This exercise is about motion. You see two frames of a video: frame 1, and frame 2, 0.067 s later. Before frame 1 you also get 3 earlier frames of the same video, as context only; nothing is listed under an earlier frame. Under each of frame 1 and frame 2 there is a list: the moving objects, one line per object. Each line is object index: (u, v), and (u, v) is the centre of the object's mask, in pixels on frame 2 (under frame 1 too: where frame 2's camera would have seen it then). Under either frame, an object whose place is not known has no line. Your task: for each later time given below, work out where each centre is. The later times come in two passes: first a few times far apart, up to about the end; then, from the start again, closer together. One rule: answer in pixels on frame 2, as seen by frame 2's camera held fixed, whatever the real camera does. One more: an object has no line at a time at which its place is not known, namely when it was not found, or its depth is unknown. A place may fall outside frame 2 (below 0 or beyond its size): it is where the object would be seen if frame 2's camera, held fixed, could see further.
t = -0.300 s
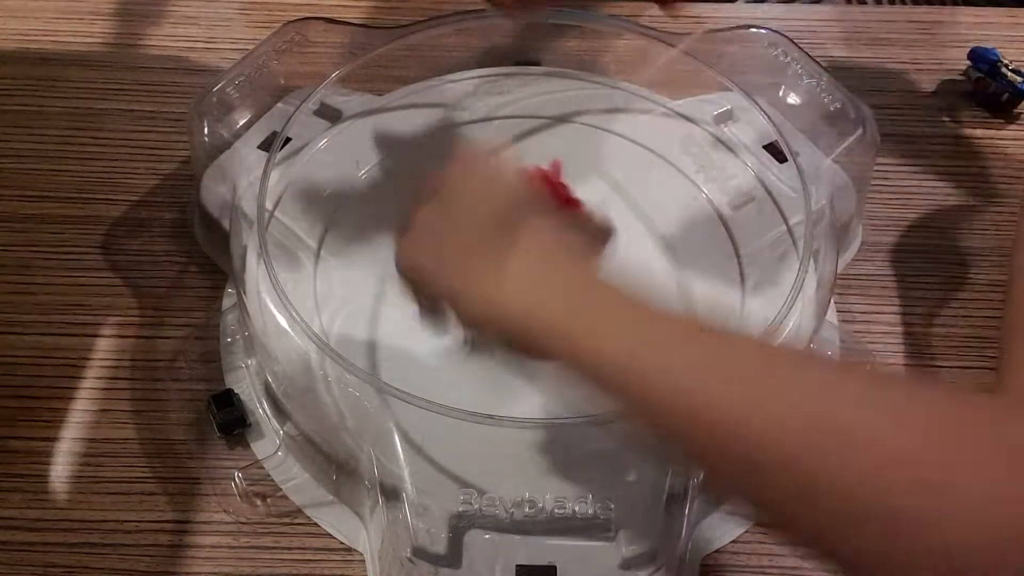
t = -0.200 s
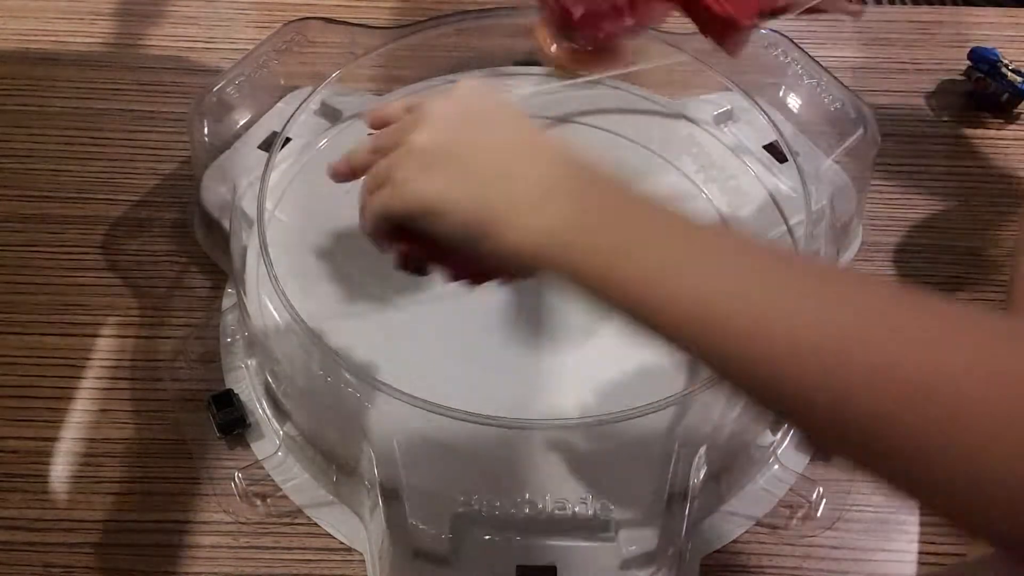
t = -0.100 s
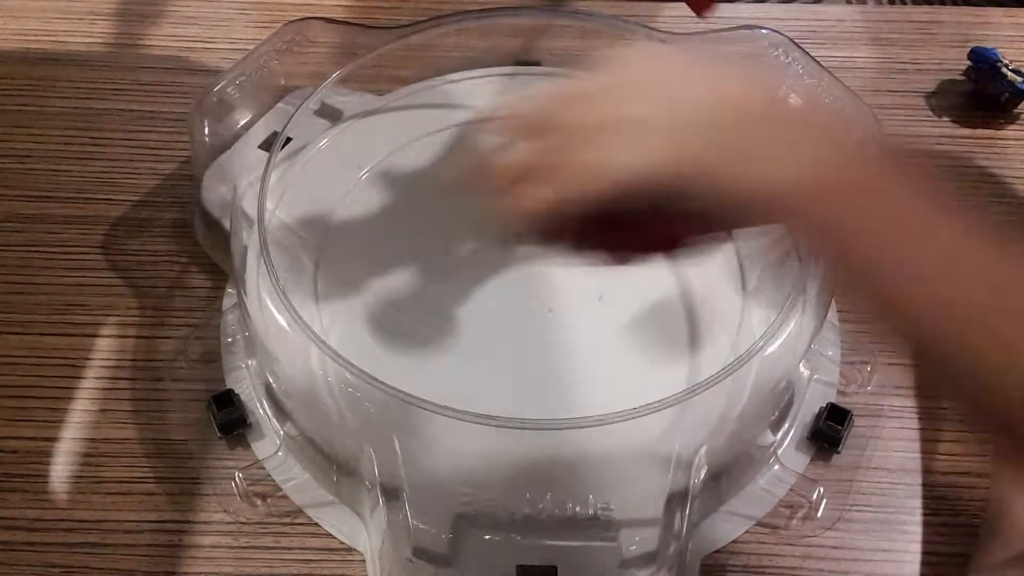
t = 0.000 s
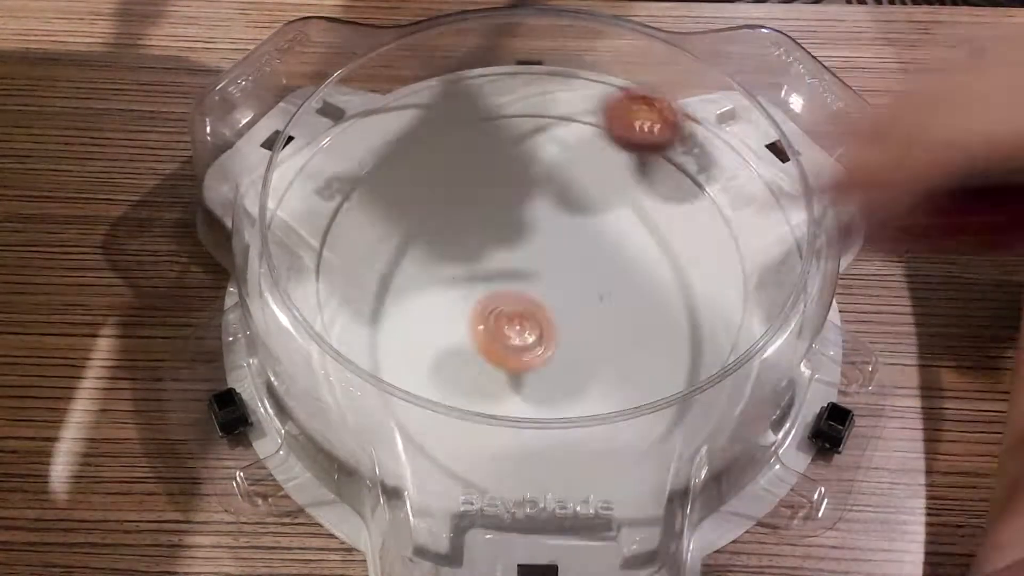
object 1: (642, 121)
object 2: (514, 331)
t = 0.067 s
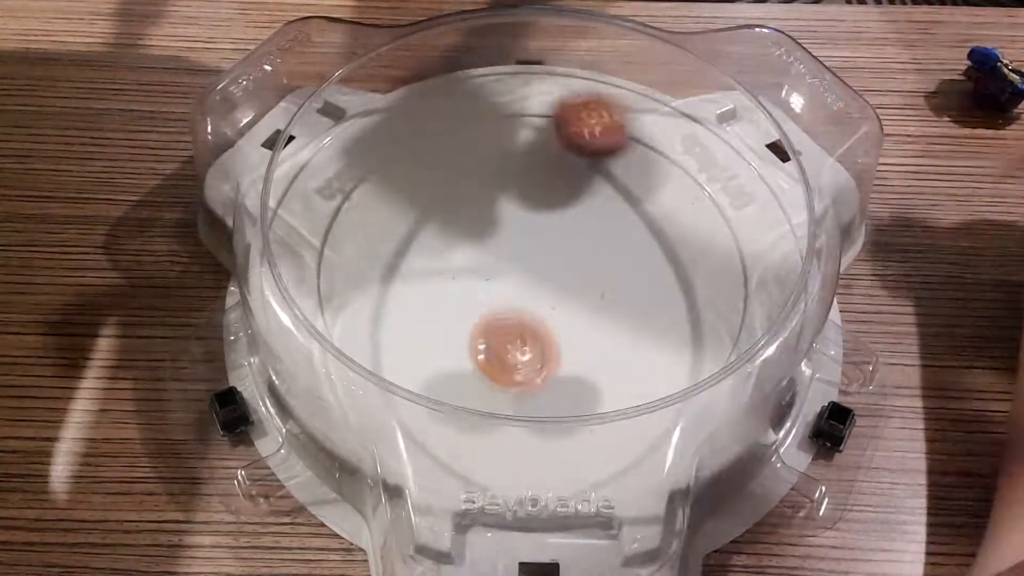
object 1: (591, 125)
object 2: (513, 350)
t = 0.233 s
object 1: (411, 162)
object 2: (537, 368)
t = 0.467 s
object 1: (352, 350)
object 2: (600, 285)
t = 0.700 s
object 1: (642, 414)
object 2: (601, 248)
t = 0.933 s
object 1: (677, 146)
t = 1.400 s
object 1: (349, 256)
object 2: (491, 266)
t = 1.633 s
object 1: (686, 377)
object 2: (528, 284)
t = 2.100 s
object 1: (602, 166)
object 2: (509, 283)
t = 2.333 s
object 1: (529, 285)
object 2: (401, 343)
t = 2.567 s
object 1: (677, 332)
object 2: (408, 342)
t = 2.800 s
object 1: (692, 188)
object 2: (499, 301)
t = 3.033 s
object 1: (421, 173)
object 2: (577, 252)
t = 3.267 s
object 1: (344, 323)
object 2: (612, 228)
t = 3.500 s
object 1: (592, 427)
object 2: (595, 238)
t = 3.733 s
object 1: (711, 227)
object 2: (570, 255)
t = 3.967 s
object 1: (471, 98)
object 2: (527, 268)
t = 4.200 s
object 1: (335, 289)
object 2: (491, 262)
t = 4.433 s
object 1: (624, 375)
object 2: (486, 247)
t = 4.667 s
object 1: (689, 152)
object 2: (505, 240)
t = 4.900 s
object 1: (429, 119)
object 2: (532, 242)
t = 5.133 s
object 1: (387, 329)
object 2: (555, 258)
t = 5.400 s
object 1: (715, 326)
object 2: (550, 278)
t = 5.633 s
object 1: (640, 127)
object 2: (531, 283)
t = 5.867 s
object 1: (390, 173)
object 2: (515, 272)
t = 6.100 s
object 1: (416, 376)
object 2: (513, 253)
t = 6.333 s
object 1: (697, 342)
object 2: (527, 242)
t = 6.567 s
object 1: (650, 158)
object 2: (546, 246)
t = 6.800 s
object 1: (404, 145)
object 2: (552, 260)
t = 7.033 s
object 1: (367, 327)
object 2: (541, 272)
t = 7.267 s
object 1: (637, 363)
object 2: (524, 271)
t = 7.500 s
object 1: (678, 179)
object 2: (513, 259)
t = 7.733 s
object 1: (515, 114)
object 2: (519, 248)
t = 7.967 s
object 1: (382, 210)
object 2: (533, 247)
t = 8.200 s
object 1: (458, 355)
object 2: (542, 255)
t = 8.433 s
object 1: (666, 341)
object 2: (539, 265)
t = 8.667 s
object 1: (669, 188)
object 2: (528, 268)
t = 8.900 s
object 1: (491, 148)
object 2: (521, 262)
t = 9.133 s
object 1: (379, 253)
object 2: (523, 255)
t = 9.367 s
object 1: (489, 372)
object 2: (533, 254)
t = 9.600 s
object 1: (666, 301)
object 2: (538, 258)
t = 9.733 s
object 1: (663, 210)
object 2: (537, 261)
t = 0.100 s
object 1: (558, 131)
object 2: (514, 375)
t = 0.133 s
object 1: (523, 136)
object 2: (517, 375)
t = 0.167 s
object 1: (489, 140)
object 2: (521, 377)
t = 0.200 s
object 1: (453, 149)
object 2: (527, 375)
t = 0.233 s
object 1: (411, 162)
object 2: (537, 368)
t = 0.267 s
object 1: (384, 180)
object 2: (549, 357)
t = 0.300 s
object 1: (353, 202)
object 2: (561, 345)
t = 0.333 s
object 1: (328, 230)
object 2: (573, 332)
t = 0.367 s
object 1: (320, 257)
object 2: (583, 319)
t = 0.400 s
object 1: (328, 286)
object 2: (591, 307)
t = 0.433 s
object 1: (343, 313)
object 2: (596, 295)
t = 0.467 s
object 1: (352, 350)
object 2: (600, 285)
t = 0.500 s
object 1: (379, 383)
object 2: (603, 277)
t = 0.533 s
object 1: (418, 409)
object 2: (603, 270)
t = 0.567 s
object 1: (469, 432)
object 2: (604, 264)
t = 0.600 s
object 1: (522, 443)
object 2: (604, 259)
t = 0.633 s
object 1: (579, 450)
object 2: (605, 254)
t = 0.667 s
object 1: (627, 442)
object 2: (605, 250)
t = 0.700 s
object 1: (642, 414)
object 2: (601, 248)
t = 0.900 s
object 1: (683, 183)
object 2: (560, 222)
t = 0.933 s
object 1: (677, 146)
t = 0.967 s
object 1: (658, 118)
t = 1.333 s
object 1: (293, 201)
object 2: (486, 253)
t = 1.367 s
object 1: (317, 225)
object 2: (490, 259)
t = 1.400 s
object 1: (349, 256)
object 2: (491, 266)
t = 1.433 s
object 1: (380, 285)
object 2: (491, 273)
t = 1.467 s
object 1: (430, 318)
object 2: (495, 277)
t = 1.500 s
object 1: (468, 345)
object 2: (496, 282)
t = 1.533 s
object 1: (521, 369)
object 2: (504, 283)
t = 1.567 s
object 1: (575, 380)
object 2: (513, 283)
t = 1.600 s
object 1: (631, 377)
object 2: (522, 283)
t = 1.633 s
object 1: (686, 377)
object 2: (528, 284)
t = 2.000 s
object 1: (677, 106)
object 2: (515, 290)
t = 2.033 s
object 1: (655, 123)
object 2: (513, 288)
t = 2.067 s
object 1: (632, 144)
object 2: (511, 285)
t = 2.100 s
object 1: (602, 166)
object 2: (509, 283)
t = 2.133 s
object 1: (572, 187)
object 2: (508, 281)
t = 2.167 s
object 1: (545, 212)
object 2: (508, 280)
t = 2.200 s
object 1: (530, 226)
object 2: (491, 293)
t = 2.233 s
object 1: (519, 243)
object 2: (475, 307)
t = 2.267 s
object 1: (515, 257)
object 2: (455, 319)
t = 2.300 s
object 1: (520, 271)
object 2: (425, 334)
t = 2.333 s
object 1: (529, 285)
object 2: (401, 343)
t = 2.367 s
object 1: (541, 299)
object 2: (388, 348)
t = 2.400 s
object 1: (558, 312)
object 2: (381, 348)
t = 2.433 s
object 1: (576, 324)
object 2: (381, 348)
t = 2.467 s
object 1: (600, 332)
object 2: (384, 348)
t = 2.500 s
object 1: (624, 336)
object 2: (390, 348)
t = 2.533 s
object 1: (651, 337)
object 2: (398, 346)
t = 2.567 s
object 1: (677, 332)
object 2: (408, 342)
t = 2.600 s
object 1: (697, 320)
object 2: (421, 338)
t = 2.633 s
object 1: (715, 305)
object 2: (434, 333)
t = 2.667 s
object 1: (729, 285)
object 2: (447, 327)
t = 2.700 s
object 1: (736, 262)
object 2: (461, 321)
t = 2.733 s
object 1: (732, 235)
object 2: (474, 314)
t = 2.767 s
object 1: (716, 208)
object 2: (487, 307)
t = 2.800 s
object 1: (692, 188)
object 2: (499, 301)
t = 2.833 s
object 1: (661, 170)
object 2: (511, 294)
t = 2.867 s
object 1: (623, 159)
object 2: (522, 287)
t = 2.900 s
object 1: (584, 151)
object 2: (534, 280)
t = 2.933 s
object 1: (540, 149)
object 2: (545, 273)
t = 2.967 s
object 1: (500, 151)
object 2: (556, 266)
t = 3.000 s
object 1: (458, 161)
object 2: (568, 259)
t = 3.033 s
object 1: (421, 173)
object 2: (577, 252)
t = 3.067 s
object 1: (386, 191)
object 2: (586, 246)
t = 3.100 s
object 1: (361, 207)
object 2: (594, 240)
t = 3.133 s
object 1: (340, 229)
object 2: (600, 236)
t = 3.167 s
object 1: (322, 256)
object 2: (605, 232)
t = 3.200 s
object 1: (322, 276)
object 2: (609, 230)
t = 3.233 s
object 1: (332, 302)
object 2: (611, 229)
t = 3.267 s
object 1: (344, 323)
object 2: (612, 228)
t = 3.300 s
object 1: (342, 366)
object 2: (611, 228)
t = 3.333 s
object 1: (365, 383)
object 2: (611, 229)
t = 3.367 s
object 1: (404, 401)
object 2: (609, 230)
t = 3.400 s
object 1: (451, 418)
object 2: (606, 231)
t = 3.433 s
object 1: (493, 431)
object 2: (602, 233)
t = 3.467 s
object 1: (542, 433)
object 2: (599, 235)
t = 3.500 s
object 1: (592, 427)
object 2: (595, 238)
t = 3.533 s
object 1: (635, 410)
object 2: (592, 240)
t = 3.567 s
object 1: (673, 389)
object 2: (590, 243)
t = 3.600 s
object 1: (695, 354)
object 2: (587, 246)
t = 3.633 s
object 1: (710, 327)
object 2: (583, 248)
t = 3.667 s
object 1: (722, 296)
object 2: (579, 250)
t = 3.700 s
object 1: (719, 258)
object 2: (574, 253)
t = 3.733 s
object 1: (711, 227)
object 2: (570, 255)
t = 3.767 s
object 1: (692, 190)
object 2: (565, 258)
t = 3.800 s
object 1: (666, 158)
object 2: (559, 261)
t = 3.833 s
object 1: (634, 129)
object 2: (553, 263)
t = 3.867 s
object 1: (597, 107)
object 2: (547, 264)
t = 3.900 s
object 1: (559, 92)
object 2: (540, 266)
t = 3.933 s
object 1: (516, 89)
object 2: (534, 266)
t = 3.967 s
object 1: (471, 98)
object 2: (527, 268)
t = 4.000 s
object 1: (435, 110)
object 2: (520, 268)
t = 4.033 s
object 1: (395, 129)
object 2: (514, 267)
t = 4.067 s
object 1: (368, 156)
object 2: (508, 267)
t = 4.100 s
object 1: (347, 183)
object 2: (503, 266)
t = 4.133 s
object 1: (334, 215)
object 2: (498, 265)
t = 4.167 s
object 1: (328, 250)
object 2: (495, 264)
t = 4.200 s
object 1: (335, 289)
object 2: (491, 262)
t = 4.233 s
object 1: (354, 314)
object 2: (488, 260)
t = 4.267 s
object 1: (385, 346)
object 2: (486, 258)
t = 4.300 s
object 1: (424, 369)
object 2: (485, 256)
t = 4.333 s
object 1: (472, 384)
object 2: (484, 254)
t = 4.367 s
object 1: (524, 396)
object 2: (484, 251)
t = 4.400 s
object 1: (576, 387)
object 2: (484, 249)
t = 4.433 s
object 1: (624, 375)
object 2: (486, 247)
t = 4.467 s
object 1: (671, 351)
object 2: (487, 246)
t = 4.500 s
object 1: (704, 324)
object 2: (489, 244)
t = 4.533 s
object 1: (727, 293)
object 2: (492, 243)
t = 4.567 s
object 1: (737, 256)
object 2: (495, 242)
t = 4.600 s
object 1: (736, 215)
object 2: (498, 241)
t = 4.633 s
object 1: (717, 181)
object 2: (501, 240)
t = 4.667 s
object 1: (689, 152)
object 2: (505, 240)
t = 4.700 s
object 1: (658, 127)
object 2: (509, 239)
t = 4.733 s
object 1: (621, 113)
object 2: (512, 239)
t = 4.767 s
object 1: (581, 102)
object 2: (516, 240)
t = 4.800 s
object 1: (541, 95)
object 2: (520, 240)
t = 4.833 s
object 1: (500, 96)
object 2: (524, 241)
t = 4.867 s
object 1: (462, 106)
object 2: (528, 241)
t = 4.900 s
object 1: (429, 119)
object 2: (532, 242)
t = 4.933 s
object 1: (398, 140)
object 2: (536, 244)
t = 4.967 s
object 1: (374, 165)
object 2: (540, 246)
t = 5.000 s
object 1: (359, 197)
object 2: (543, 248)
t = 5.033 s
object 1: (353, 224)
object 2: (546, 250)
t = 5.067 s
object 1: (355, 265)
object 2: (550, 252)
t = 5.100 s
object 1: (366, 296)
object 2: (552, 255)
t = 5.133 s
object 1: (387, 329)
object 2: (555, 258)
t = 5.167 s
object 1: (418, 353)
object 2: (556, 261)
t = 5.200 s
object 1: (463, 374)
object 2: (557, 264)
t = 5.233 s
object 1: (510, 386)
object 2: (557, 267)
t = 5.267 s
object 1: (559, 398)
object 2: (557, 270)
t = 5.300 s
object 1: (608, 394)
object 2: (556, 273)
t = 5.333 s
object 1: (657, 383)
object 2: (554, 275)
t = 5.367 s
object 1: (694, 355)
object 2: (552, 276)
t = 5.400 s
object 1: (715, 326)
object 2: (550, 278)
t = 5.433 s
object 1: (735, 299)
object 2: (548, 279)
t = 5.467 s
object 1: (742, 266)
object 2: (546, 282)
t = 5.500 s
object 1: (739, 232)
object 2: (544, 282)
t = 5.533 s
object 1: (724, 199)
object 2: (541, 283)
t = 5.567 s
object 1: (701, 169)
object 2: (538, 283)
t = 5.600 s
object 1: (674, 147)
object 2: (535, 283)
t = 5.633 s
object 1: (640, 127)
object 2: (531, 283)
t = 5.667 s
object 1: (602, 116)
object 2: (529, 282)
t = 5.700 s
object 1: (565, 112)
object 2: (526, 281)
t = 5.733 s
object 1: (524, 112)
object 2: (523, 280)
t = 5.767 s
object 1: (487, 118)
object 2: (520, 279)
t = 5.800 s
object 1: (450, 132)
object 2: (518, 276)
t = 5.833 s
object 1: (419, 150)
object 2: (517, 274)
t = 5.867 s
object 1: (390, 173)
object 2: (515, 272)
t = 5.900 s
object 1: (372, 198)
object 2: (514, 269)
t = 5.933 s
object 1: (358, 224)
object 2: (513, 266)
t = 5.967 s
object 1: (352, 258)
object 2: (512, 264)
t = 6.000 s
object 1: (354, 291)
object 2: (512, 261)
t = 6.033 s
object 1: (367, 323)
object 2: (512, 259)
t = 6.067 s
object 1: (387, 346)
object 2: (512, 256)
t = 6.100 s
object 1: (416, 376)
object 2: (513, 253)
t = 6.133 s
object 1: (454, 402)
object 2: (515, 251)
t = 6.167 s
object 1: (502, 407)
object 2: (516, 249)
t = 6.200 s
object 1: (549, 409)
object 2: (518, 247)
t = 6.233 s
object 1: (592, 406)
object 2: (520, 245)
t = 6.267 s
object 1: (632, 389)
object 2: (522, 244)
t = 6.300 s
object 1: (671, 367)
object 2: (524, 243)
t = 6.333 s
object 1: (697, 342)
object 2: (527, 242)
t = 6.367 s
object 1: (716, 317)
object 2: (530, 242)
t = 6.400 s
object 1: (728, 288)
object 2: (533, 242)
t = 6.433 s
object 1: (725, 256)
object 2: (536, 242)
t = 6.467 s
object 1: (716, 231)
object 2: (538, 243)
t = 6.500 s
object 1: (698, 203)
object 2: (541, 243)
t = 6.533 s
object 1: (675, 179)
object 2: (543, 244)
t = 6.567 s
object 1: (650, 158)
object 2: (546, 246)
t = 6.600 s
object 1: (615, 139)
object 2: (548, 247)
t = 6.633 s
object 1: (579, 126)
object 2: (550, 249)
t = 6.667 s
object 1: (543, 119)
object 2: (551, 251)
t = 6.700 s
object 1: (505, 118)
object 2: (552, 253)
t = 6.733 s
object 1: (469, 122)
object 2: (552, 255)
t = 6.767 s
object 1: (437, 131)
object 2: (552, 258)
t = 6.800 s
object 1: (404, 145)
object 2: (552, 260)
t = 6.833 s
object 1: (380, 164)
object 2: (551, 262)
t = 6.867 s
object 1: (356, 186)
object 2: (550, 264)
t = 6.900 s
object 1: (343, 212)
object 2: (549, 265)
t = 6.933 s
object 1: (335, 238)
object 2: (548, 267)
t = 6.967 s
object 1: (336, 272)
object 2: (546, 269)
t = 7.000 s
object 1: (348, 303)
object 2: (544, 271)
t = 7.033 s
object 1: (367, 327)
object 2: (541, 272)
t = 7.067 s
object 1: (392, 350)
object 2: (539, 273)
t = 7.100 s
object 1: (432, 367)
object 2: (537, 273)
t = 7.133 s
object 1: (472, 385)
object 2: (534, 274)
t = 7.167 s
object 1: (517, 388)
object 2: (532, 274)
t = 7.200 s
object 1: (561, 386)
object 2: (529, 273)
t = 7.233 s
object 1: (599, 377)
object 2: (526, 273)
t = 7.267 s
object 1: (637, 363)
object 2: (524, 271)
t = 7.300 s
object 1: (666, 341)
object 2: (522, 270)
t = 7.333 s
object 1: (686, 318)
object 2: (520, 268)
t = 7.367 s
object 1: (699, 285)
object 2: (518, 267)
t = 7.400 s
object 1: (703, 256)
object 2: (516, 265)
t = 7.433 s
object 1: (700, 229)
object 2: (515, 263)
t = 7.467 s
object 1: (691, 202)
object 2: (514, 261)
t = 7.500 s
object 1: (678, 179)
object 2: (513, 259)
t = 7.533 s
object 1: (658, 160)
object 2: (513, 257)
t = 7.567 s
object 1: (637, 143)
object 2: (513, 255)
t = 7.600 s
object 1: (616, 132)
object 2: (514, 253)
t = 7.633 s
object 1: (592, 123)
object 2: (515, 251)
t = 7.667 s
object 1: (567, 116)
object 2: (516, 250)
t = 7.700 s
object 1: (541, 114)
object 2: (518, 248)
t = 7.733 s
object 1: (515, 114)
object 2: (519, 248)
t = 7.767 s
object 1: (488, 119)
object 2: (521, 247)
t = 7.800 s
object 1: (464, 126)
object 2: (523, 246)
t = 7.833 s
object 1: (440, 137)
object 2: (525, 246)
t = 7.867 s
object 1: (419, 152)
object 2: (527, 246)
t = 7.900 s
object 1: (403, 168)
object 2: (529, 246)
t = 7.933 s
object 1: (390, 188)
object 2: (531, 246)
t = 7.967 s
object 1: (382, 210)
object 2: (533, 247)
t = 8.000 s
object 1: (378, 232)
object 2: (535, 247)
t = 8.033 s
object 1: (379, 257)
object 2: (536, 248)
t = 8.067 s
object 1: (386, 277)
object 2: (538, 249)
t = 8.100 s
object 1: (397, 301)
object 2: (539, 251)
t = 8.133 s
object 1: (412, 323)
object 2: (540, 252)
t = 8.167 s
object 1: (434, 339)
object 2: (541, 254)
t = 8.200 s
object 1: (458, 355)
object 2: (542, 255)
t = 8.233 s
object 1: (488, 365)
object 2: (542, 257)
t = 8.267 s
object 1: (518, 372)
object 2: (542, 258)
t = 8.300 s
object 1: (550, 375)
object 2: (542, 260)
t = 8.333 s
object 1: (583, 373)
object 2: (542, 262)
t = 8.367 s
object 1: (614, 367)
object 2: (541, 263)
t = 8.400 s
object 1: (643, 357)
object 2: (540, 264)
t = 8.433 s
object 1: (666, 341)
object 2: (539, 265)
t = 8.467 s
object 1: (684, 320)
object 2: (538, 266)
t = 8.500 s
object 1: (696, 300)
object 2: (536, 267)
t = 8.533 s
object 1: (703, 275)
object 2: (535, 268)
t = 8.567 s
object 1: (704, 252)
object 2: (533, 268)
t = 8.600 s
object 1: (698, 230)
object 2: (531, 268)
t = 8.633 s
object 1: (685, 206)
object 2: (530, 268)
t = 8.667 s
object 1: (669, 188)
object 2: (528, 268)
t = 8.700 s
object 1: (649, 172)
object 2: (526, 267)
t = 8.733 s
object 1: (623, 159)
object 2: (525, 267)
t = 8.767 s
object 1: (597, 150)
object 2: (524, 266)
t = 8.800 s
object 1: (570, 145)
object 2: (523, 265)
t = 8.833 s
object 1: (543, 144)
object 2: (522, 264)
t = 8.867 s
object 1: (518, 145)
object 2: (521, 263)
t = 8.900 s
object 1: (491, 148)
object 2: (521, 262)
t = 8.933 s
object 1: (465, 157)
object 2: (521, 261)
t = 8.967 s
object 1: (444, 168)
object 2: (520, 260)
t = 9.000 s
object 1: (423, 180)
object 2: (521, 258)
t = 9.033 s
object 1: (405, 196)
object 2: (521, 258)
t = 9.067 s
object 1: (393, 213)
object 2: (521, 257)
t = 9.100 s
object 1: (384, 233)
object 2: (523, 256)
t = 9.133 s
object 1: (379, 253)
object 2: (523, 255)
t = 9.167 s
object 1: (379, 274)
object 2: (525, 255)
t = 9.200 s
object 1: (384, 295)
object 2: (526, 254)
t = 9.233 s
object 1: (395, 317)
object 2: (527, 253)
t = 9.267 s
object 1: (410, 336)
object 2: (529, 254)
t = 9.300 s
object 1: (432, 351)
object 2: (530, 254)
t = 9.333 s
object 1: (459, 364)
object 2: (531, 254)
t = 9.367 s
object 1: (489, 372)
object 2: (533, 254)
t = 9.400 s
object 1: (522, 376)
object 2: (534, 254)
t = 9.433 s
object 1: (554, 375)
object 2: (535, 255)
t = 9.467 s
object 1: (584, 369)
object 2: (536, 255)
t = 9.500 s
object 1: (612, 356)
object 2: (536, 256)
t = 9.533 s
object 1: (637, 341)
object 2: (537, 257)
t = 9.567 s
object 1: (655, 321)
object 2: (538, 258)
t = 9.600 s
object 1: (666, 301)
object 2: (538, 258)
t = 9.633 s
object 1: (674, 279)
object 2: (538, 259)
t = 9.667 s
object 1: (673, 254)
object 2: (538, 259)
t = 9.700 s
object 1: (671, 231)
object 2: (538, 260)
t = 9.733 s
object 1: (663, 210)
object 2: (537, 261)
